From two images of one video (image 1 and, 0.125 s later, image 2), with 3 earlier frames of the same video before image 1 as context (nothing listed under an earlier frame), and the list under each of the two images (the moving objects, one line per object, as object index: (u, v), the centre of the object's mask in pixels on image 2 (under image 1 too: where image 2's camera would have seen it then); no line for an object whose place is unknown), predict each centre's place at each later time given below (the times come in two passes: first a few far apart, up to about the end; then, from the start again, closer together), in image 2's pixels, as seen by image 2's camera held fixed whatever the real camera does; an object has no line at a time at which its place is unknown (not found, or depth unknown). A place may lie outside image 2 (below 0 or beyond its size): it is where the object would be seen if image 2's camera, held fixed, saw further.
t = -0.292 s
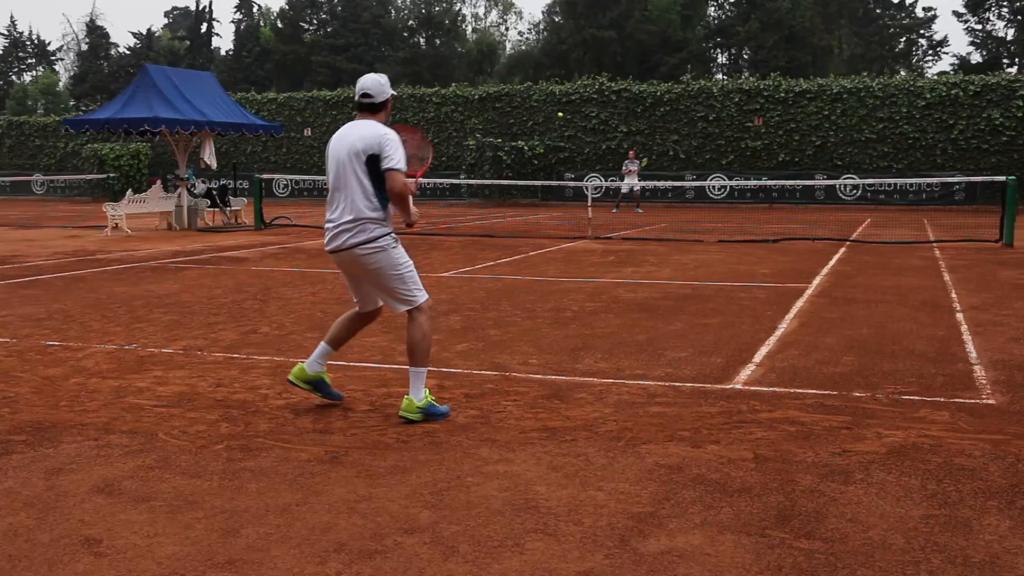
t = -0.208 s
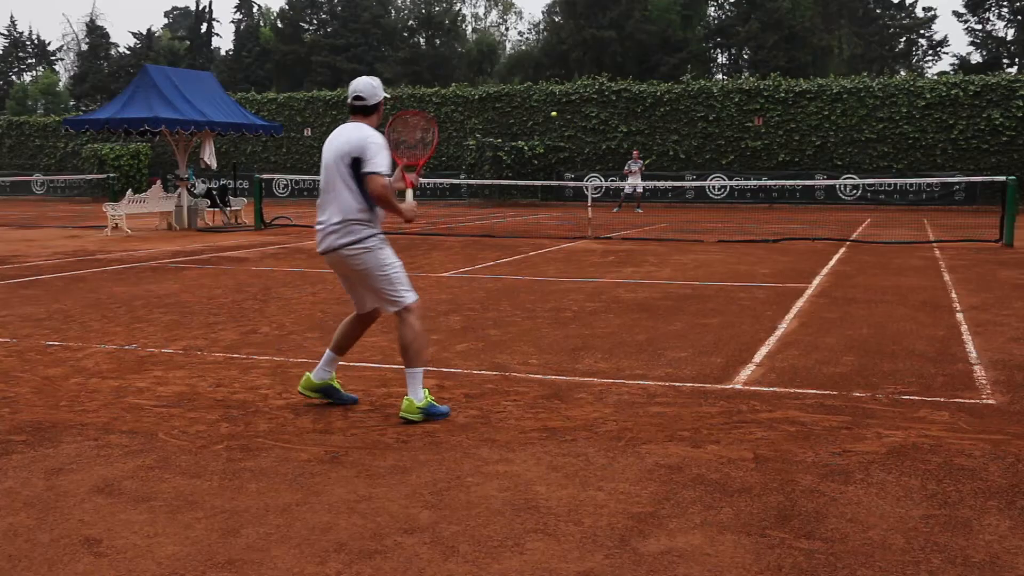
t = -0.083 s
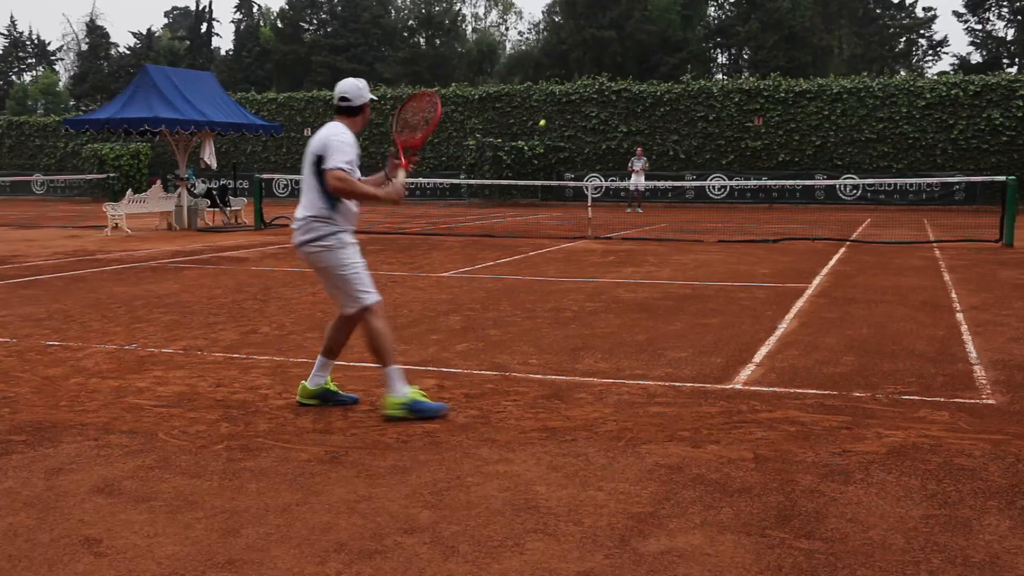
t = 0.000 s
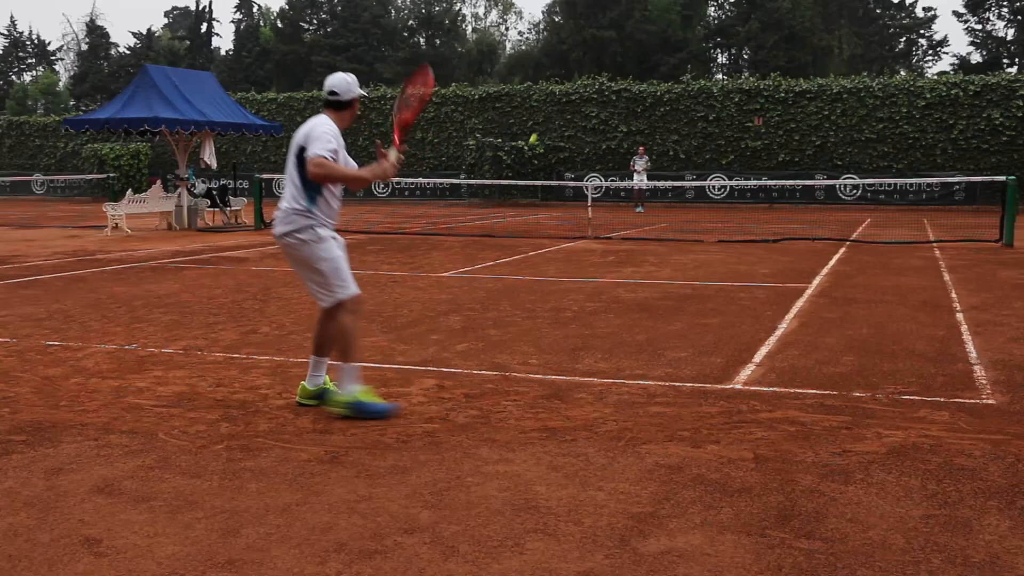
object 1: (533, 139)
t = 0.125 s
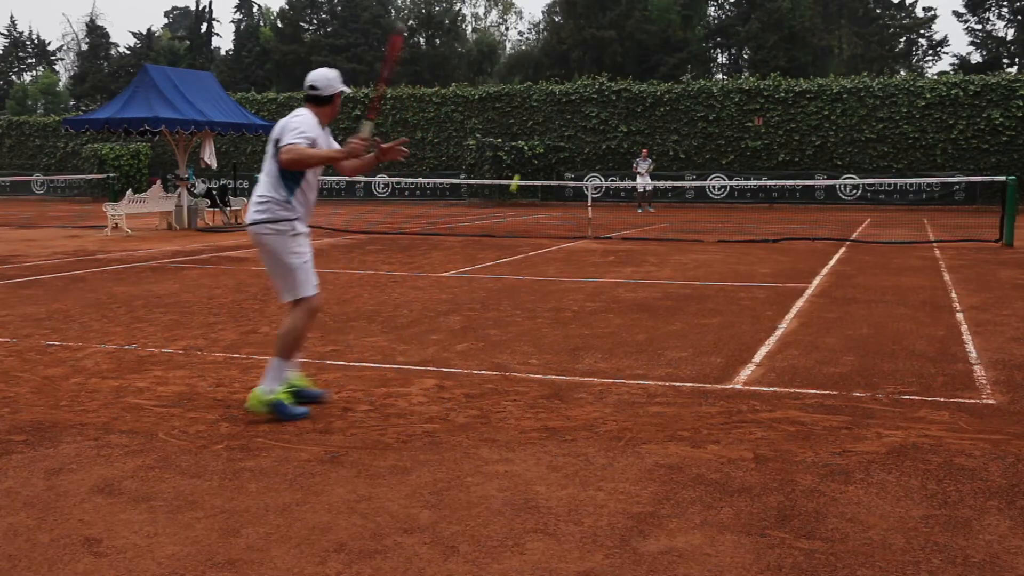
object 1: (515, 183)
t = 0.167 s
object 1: (508, 205)
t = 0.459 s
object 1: (436, 255)
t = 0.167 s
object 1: (508, 205)
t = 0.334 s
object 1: (466, 333)
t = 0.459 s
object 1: (436, 255)
